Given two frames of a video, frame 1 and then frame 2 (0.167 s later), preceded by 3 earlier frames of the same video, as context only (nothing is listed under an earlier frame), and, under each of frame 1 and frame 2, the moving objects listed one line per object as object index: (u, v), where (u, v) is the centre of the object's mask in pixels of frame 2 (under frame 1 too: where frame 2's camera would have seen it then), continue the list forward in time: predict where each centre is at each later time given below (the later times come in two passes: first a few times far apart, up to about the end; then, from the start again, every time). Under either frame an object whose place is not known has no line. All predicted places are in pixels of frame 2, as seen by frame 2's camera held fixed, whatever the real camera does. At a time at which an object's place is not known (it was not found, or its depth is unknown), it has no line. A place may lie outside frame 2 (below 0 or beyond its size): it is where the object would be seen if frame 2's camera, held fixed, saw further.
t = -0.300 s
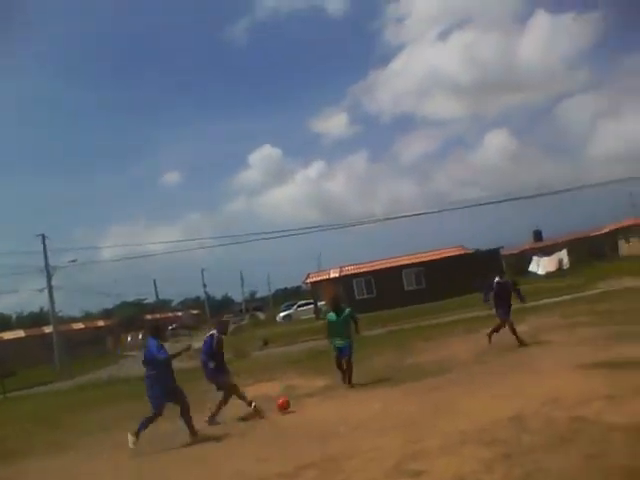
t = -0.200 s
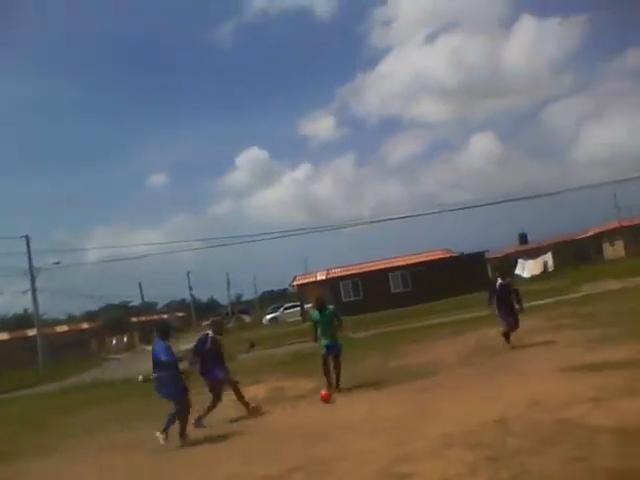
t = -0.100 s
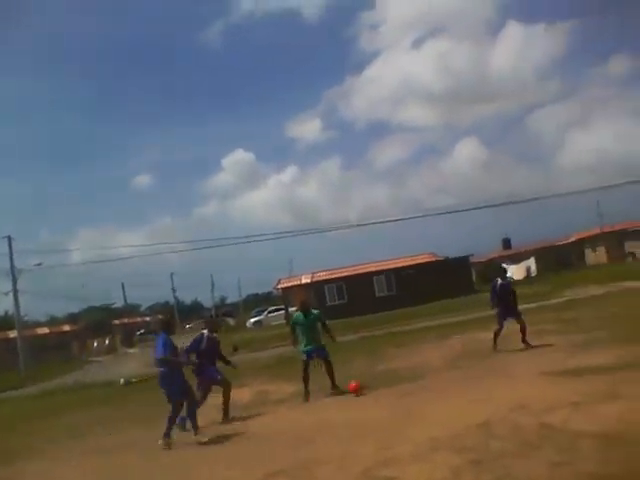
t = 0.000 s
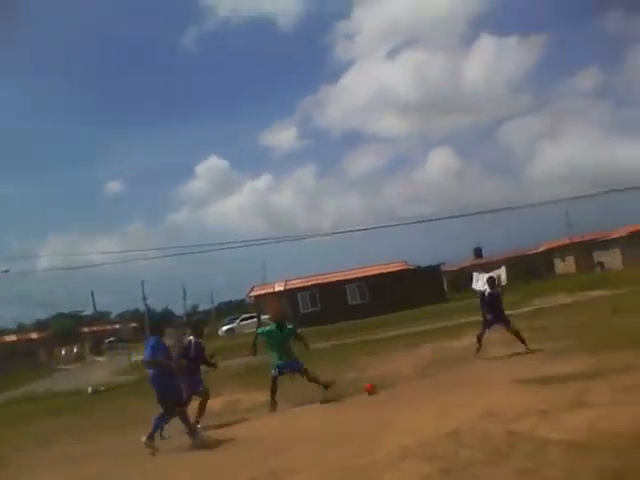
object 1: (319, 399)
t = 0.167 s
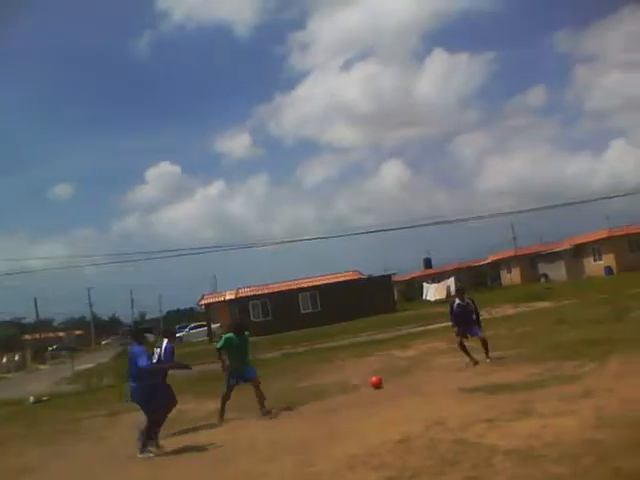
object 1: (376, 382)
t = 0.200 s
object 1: (385, 379)
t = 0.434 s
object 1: (445, 364)
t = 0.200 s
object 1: (385, 379)
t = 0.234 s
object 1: (394, 376)
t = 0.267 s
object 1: (403, 373)
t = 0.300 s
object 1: (410, 372)
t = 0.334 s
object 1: (420, 370)
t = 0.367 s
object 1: (429, 370)
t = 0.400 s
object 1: (438, 366)
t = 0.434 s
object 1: (445, 364)
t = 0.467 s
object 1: (453, 361)
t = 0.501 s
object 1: (460, 360)
